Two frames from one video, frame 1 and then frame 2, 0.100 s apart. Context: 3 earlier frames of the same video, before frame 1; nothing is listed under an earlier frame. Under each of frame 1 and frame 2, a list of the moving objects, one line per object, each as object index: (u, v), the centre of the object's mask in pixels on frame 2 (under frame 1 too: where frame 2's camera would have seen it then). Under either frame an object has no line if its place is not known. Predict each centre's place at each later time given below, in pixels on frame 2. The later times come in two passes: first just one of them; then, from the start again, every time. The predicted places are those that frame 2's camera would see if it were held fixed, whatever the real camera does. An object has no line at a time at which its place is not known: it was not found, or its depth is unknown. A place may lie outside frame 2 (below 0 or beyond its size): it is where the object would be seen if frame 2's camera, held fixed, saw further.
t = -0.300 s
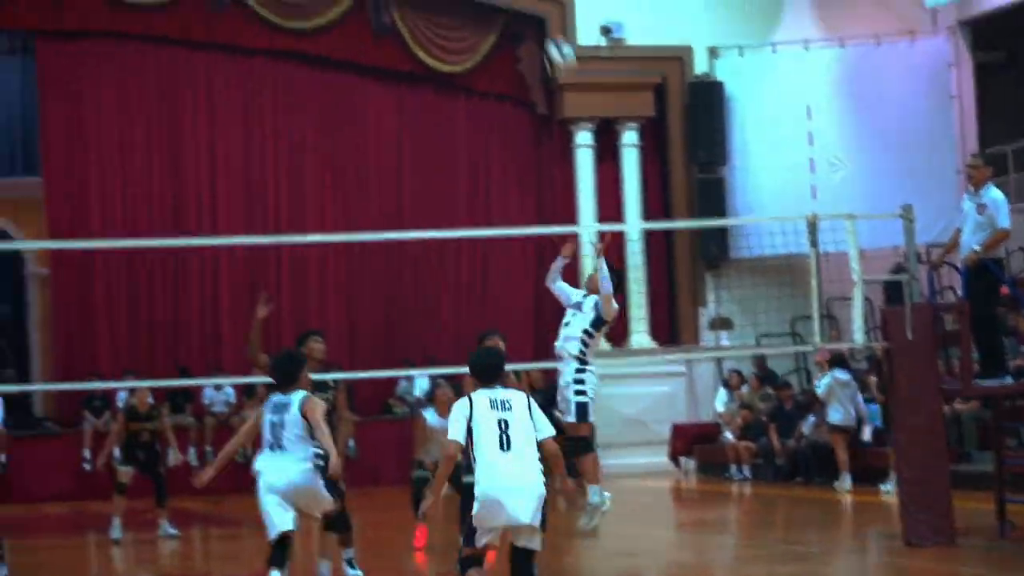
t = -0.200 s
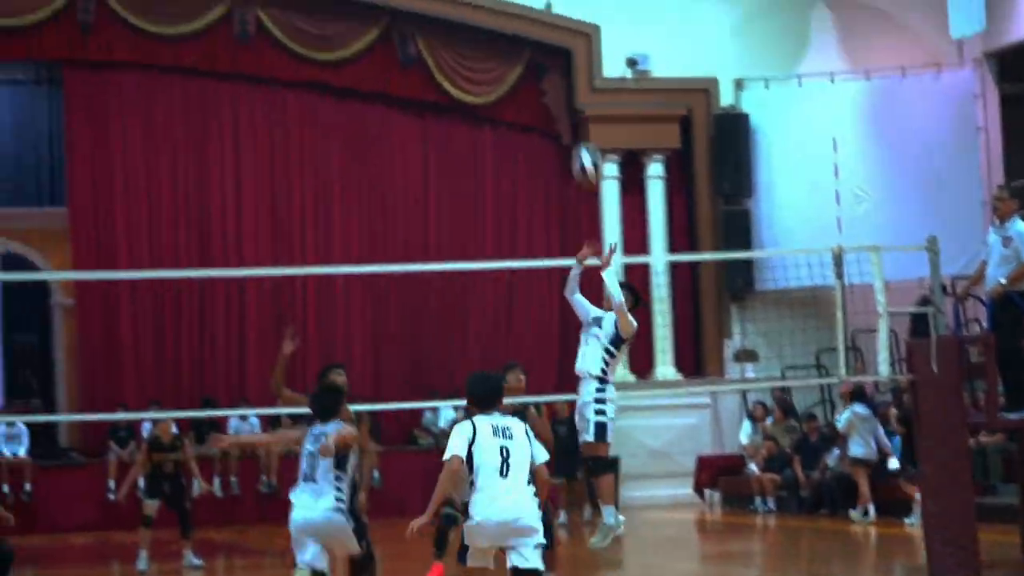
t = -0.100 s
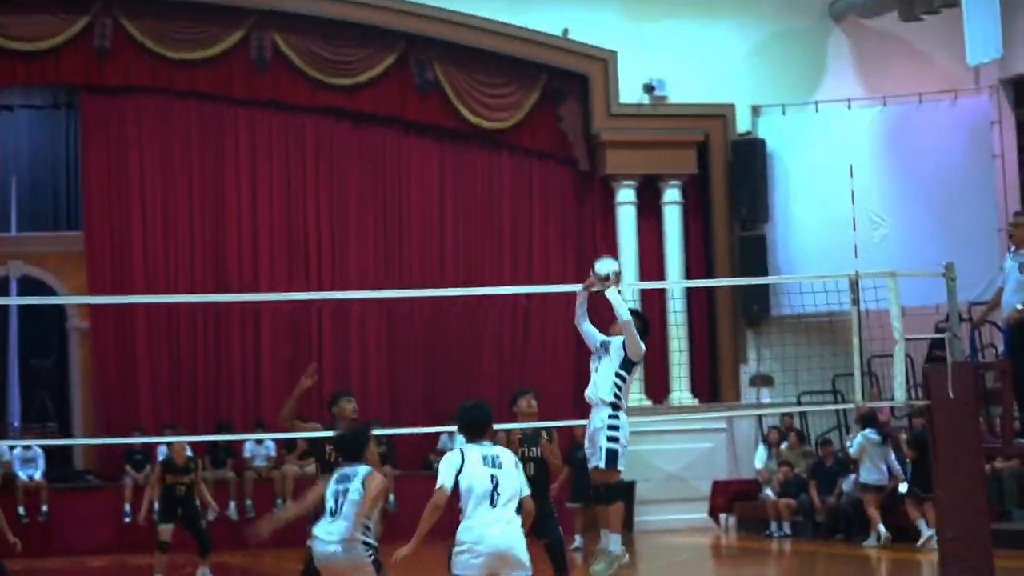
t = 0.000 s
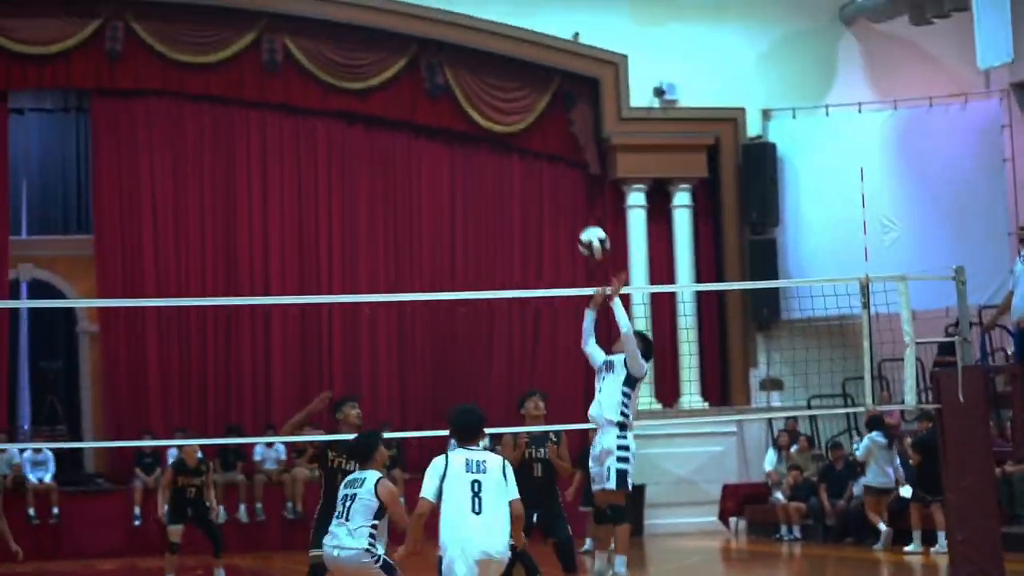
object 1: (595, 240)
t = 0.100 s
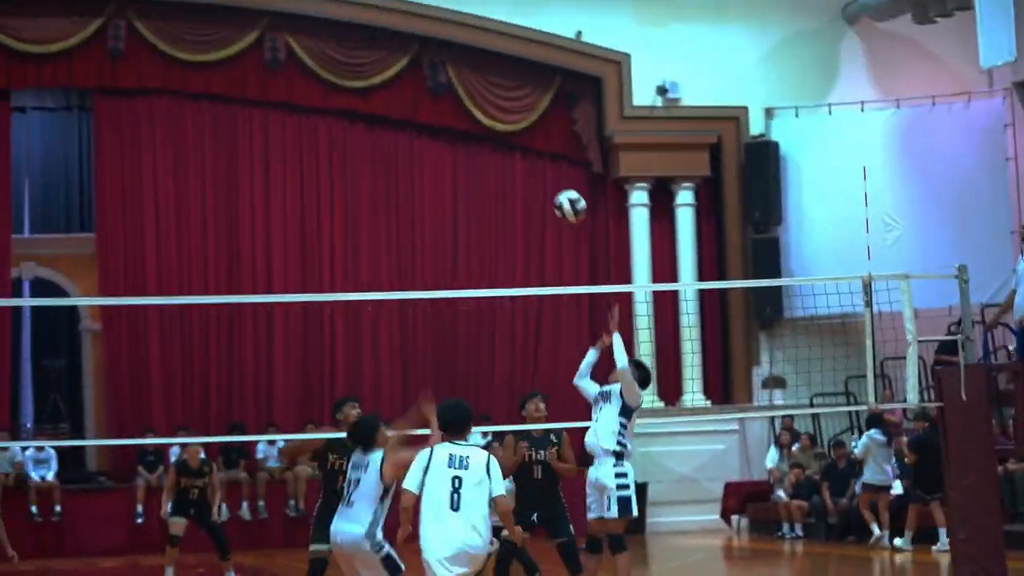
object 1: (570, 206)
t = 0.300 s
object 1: (522, 179)
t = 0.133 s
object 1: (562, 197)
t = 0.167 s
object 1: (553, 190)
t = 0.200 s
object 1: (545, 185)
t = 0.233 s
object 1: (537, 181)
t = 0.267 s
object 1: (529, 179)
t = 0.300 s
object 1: (522, 179)
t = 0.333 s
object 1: (515, 180)
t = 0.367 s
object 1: (508, 182)
